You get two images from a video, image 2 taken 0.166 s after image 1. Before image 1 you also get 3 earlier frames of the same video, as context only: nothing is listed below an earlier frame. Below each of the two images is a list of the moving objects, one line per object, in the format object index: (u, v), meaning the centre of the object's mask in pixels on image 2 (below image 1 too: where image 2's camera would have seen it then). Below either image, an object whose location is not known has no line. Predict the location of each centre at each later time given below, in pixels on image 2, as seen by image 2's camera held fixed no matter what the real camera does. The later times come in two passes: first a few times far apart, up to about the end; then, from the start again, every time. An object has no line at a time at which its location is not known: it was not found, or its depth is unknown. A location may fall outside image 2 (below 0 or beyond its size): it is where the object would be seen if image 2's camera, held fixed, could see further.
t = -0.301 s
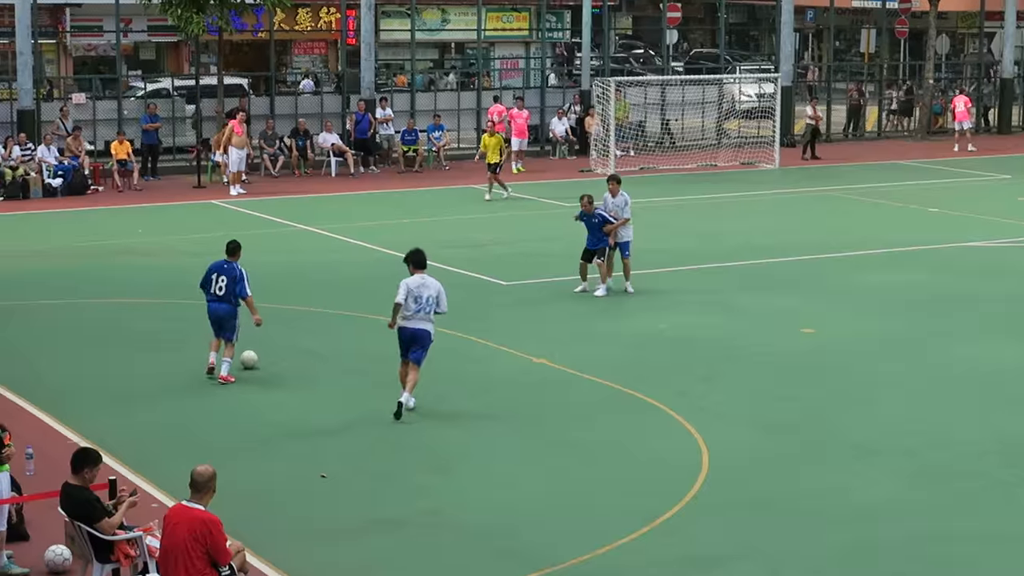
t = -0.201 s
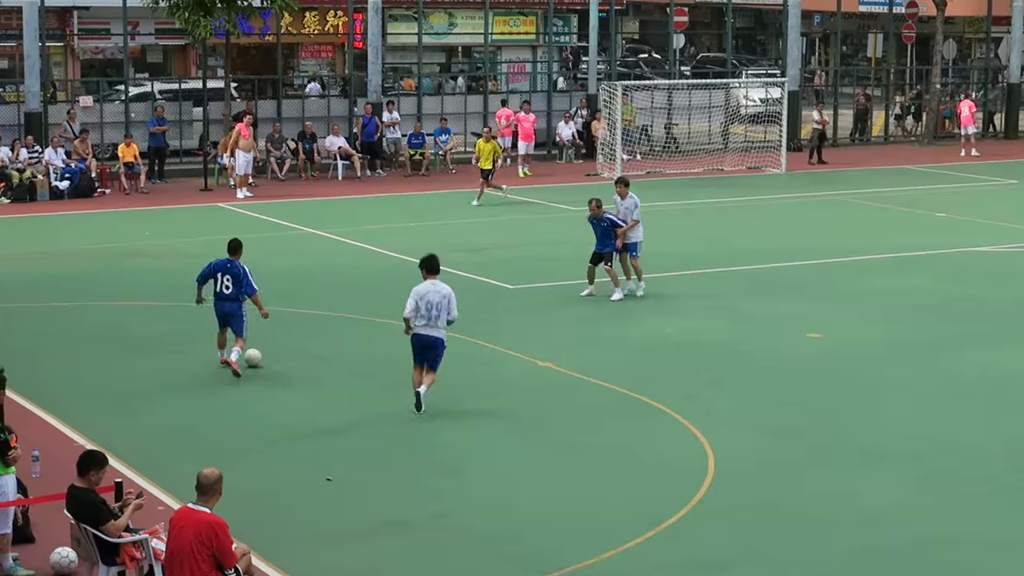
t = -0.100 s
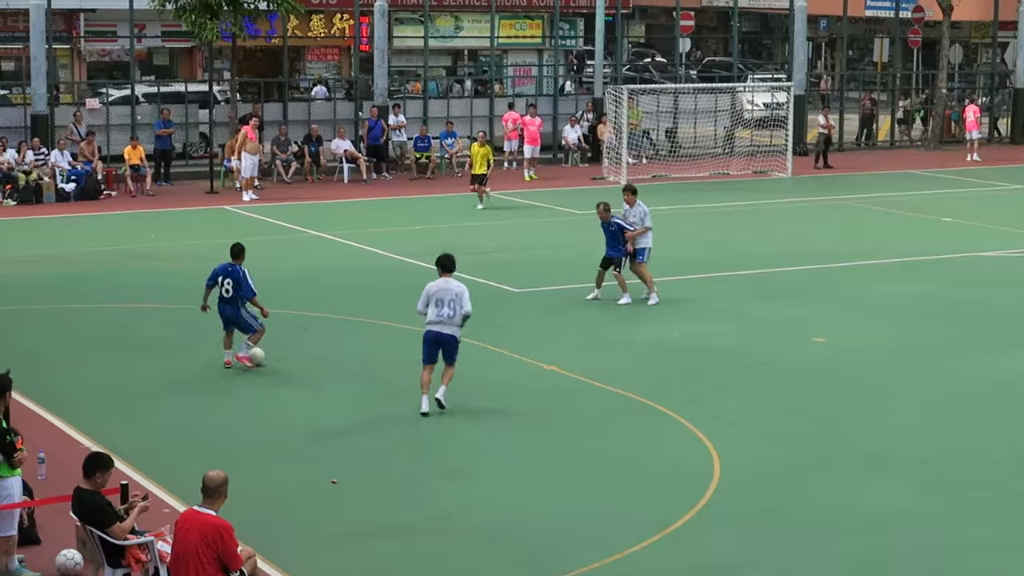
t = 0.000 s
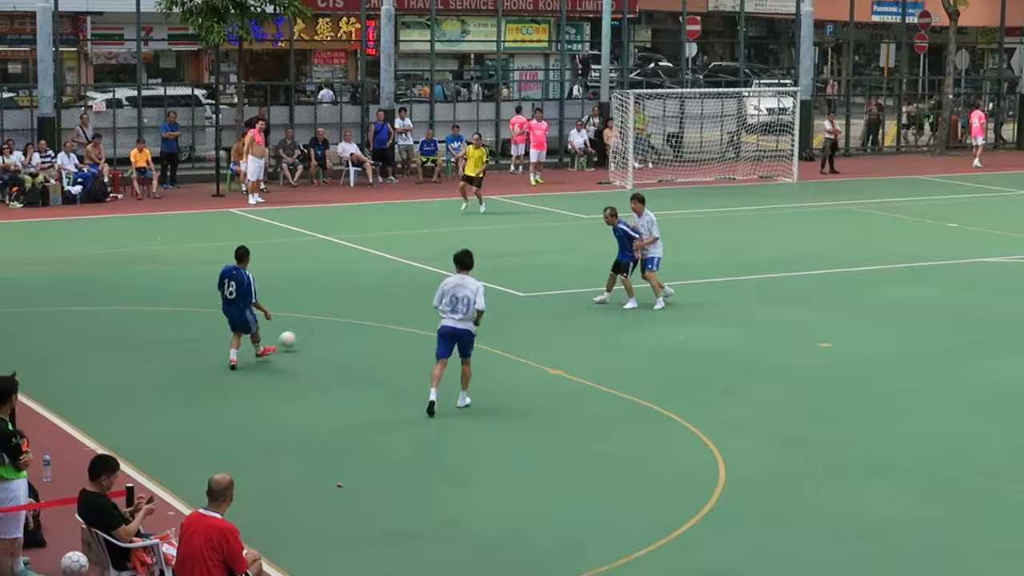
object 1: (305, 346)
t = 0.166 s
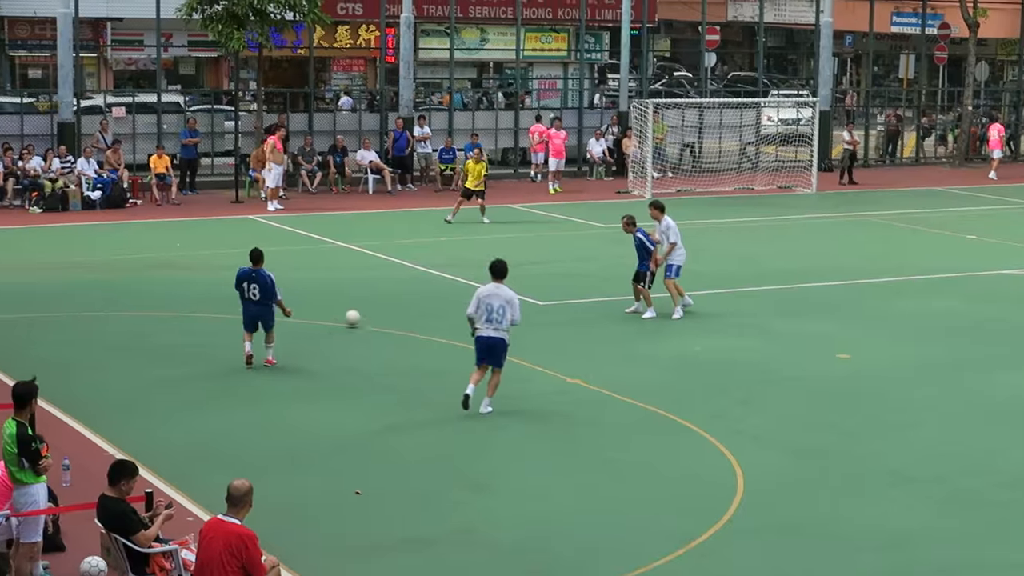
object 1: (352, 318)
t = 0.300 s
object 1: (378, 300)
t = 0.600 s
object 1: (413, 269)
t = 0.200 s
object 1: (359, 313)
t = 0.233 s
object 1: (366, 308)
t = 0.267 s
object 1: (372, 304)
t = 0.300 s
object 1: (378, 300)
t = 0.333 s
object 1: (384, 296)
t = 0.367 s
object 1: (388, 291)
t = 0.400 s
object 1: (393, 287)
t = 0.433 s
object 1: (397, 284)
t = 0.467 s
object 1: (401, 282)
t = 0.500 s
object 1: (404, 278)
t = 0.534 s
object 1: (408, 274)
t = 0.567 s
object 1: (410, 271)
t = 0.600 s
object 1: (413, 269)
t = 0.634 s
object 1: (416, 267)
